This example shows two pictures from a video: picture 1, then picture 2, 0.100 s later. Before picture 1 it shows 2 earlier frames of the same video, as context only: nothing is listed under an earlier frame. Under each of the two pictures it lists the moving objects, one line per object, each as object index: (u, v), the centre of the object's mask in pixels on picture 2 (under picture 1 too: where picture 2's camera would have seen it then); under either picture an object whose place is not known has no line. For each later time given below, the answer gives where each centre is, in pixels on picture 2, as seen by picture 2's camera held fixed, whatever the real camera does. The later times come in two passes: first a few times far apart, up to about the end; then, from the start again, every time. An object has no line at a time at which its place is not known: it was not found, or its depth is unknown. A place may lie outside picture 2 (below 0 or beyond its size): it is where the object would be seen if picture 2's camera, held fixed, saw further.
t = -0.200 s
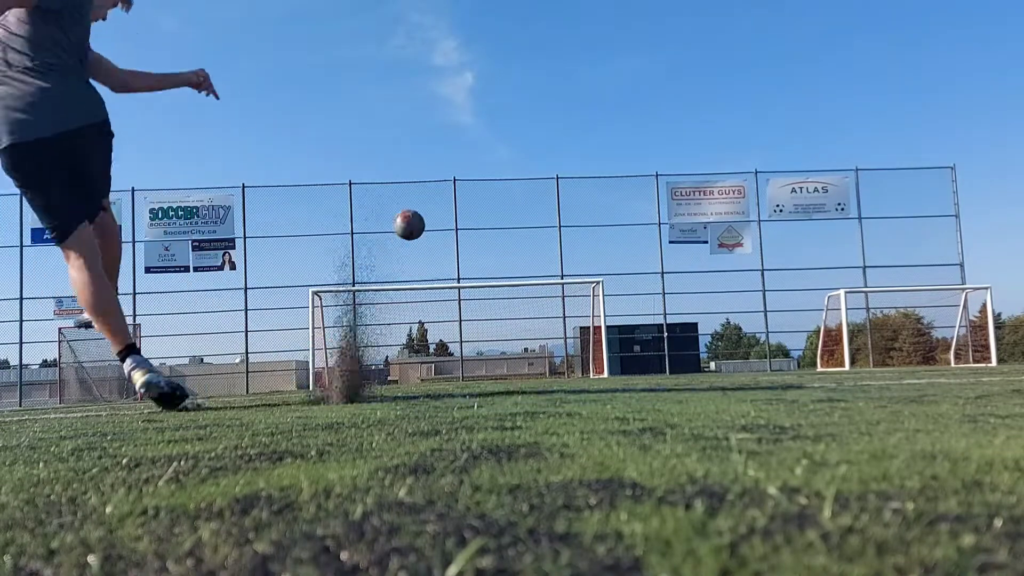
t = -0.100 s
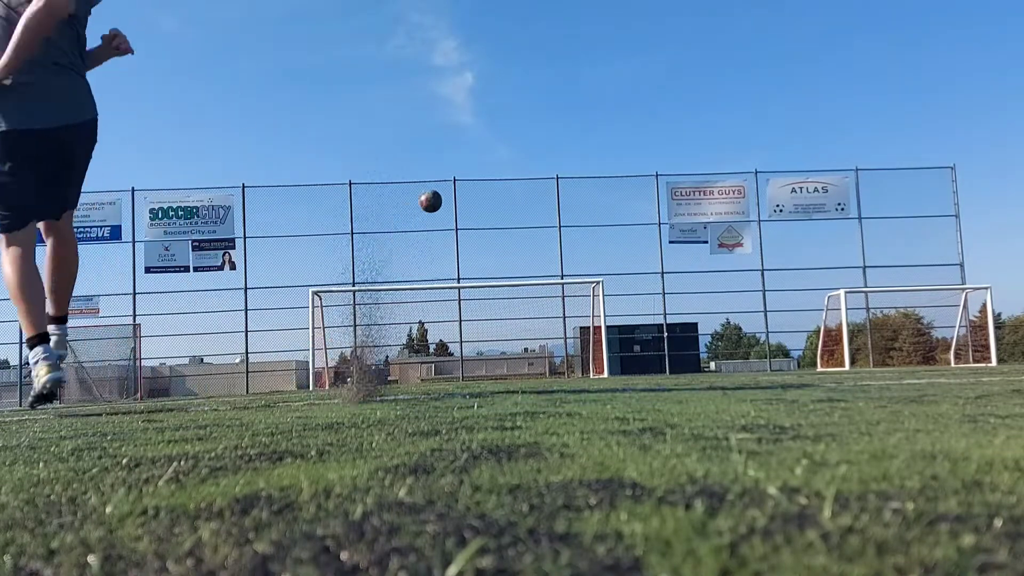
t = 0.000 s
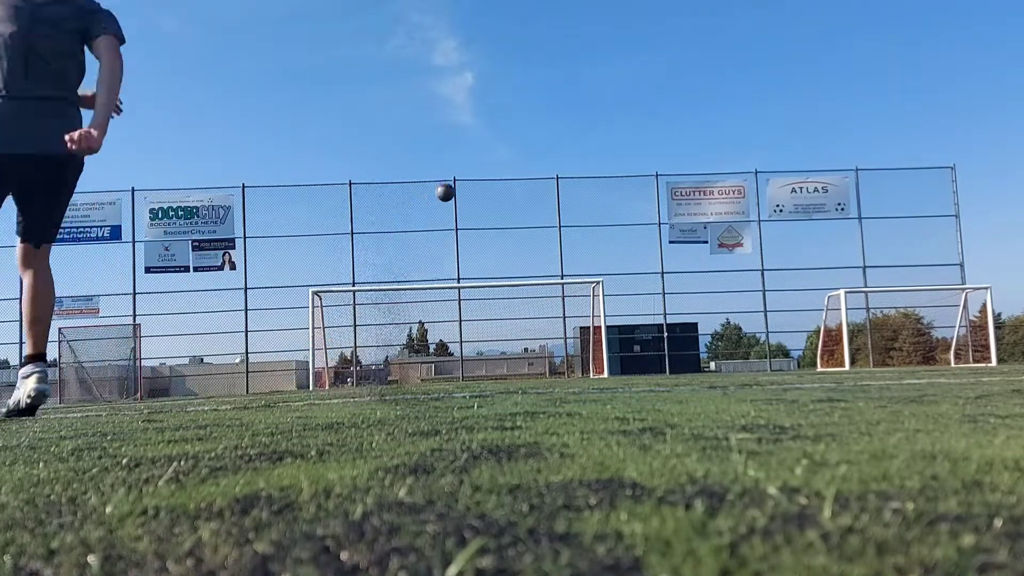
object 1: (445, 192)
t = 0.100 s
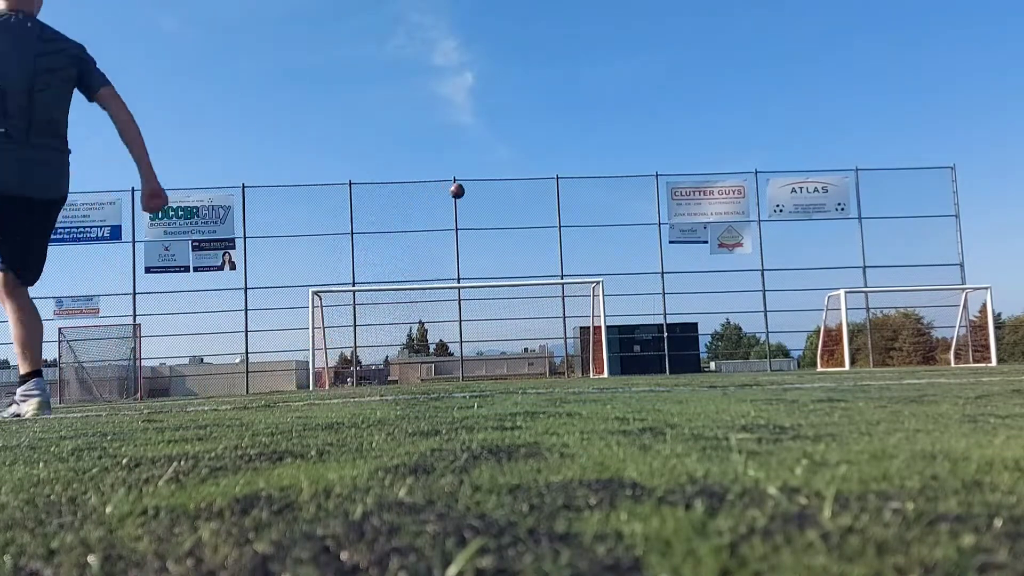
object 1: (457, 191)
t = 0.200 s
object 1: (466, 194)
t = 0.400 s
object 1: (482, 210)
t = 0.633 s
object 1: (498, 237)
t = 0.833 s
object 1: (509, 264)
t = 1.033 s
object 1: (516, 239)
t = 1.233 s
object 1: (522, 209)
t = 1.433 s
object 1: (530, 194)
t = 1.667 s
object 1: (541, 190)
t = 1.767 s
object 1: (547, 194)
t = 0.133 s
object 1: (460, 192)
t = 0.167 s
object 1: (464, 193)
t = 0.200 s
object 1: (466, 194)
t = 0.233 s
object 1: (469, 196)
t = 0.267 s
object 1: (472, 198)
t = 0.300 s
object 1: (475, 201)
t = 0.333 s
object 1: (478, 204)
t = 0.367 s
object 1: (480, 207)
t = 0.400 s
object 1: (482, 210)
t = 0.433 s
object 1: (485, 213)
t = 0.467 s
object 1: (487, 217)
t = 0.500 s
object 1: (489, 220)
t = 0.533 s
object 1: (492, 224)
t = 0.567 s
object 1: (493, 228)
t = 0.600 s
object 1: (496, 232)
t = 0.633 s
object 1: (498, 237)
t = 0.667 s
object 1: (499, 241)
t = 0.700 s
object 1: (502, 245)
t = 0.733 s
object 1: (503, 250)
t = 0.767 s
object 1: (505, 254)
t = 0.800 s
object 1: (507, 259)
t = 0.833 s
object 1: (509, 264)
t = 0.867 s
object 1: (510, 269)
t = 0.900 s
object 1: (512, 274)
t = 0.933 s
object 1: (513, 266)
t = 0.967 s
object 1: (514, 257)
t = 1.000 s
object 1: (515, 248)
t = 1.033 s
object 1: (516, 239)
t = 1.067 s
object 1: (516, 231)
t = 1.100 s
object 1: (517, 226)
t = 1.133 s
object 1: (518, 221)
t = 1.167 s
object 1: (520, 217)
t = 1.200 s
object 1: (520, 213)
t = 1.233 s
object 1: (522, 209)
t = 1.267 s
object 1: (523, 206)
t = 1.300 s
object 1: (524, 203)
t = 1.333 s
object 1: (526, 200)
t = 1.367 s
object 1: (527, 198)
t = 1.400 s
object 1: (528, 195)
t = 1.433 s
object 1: (530, 194)
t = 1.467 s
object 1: (532, 192)
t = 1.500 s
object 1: (533, 191)
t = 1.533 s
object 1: (535, 190)
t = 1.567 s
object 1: (536, 190)
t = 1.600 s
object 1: (538, 189)
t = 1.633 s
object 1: (539, 190)
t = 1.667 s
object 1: (541, 190)
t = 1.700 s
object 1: (543, 191)
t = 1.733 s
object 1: (545, 192)
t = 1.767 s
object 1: (547, 194)
